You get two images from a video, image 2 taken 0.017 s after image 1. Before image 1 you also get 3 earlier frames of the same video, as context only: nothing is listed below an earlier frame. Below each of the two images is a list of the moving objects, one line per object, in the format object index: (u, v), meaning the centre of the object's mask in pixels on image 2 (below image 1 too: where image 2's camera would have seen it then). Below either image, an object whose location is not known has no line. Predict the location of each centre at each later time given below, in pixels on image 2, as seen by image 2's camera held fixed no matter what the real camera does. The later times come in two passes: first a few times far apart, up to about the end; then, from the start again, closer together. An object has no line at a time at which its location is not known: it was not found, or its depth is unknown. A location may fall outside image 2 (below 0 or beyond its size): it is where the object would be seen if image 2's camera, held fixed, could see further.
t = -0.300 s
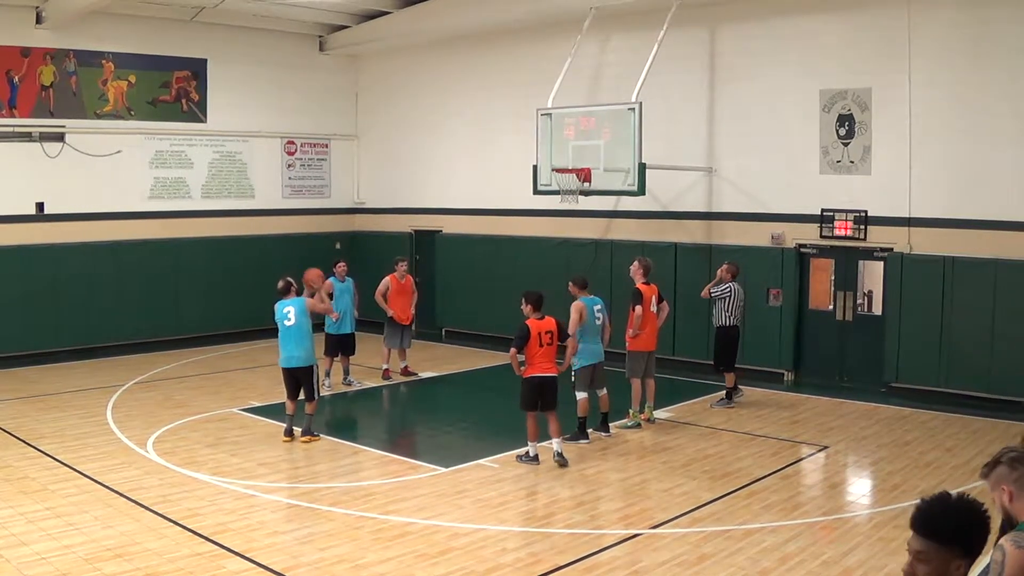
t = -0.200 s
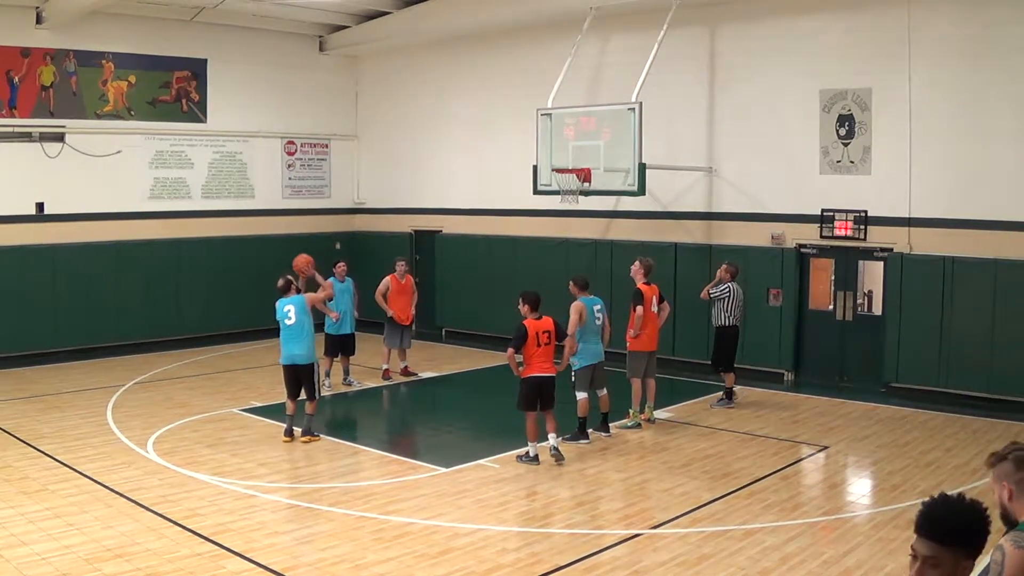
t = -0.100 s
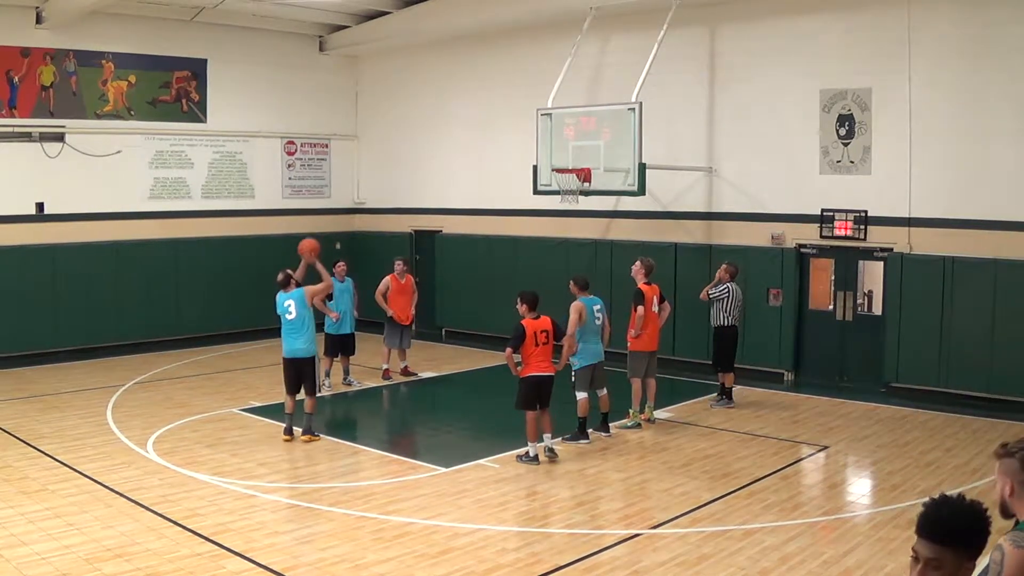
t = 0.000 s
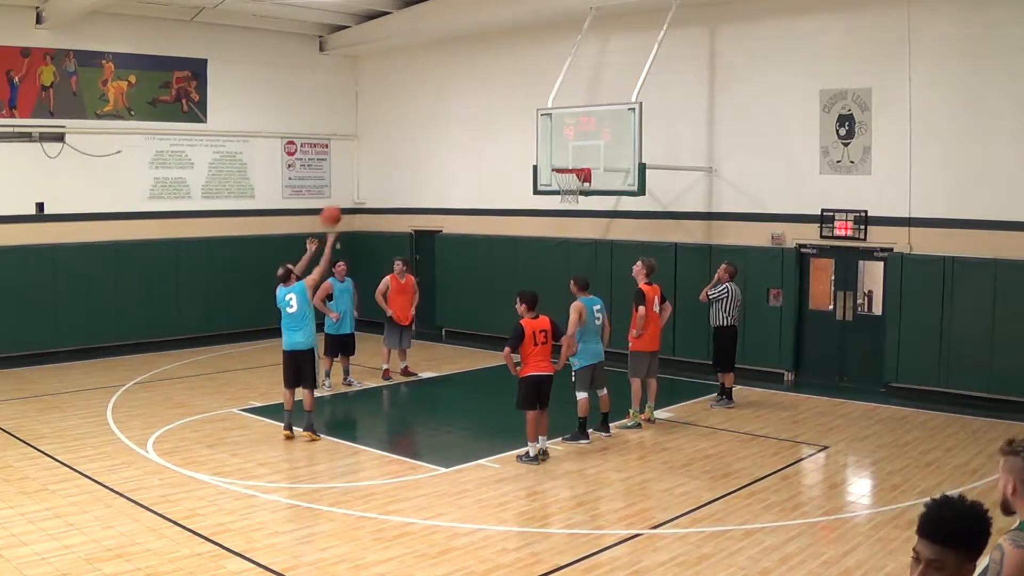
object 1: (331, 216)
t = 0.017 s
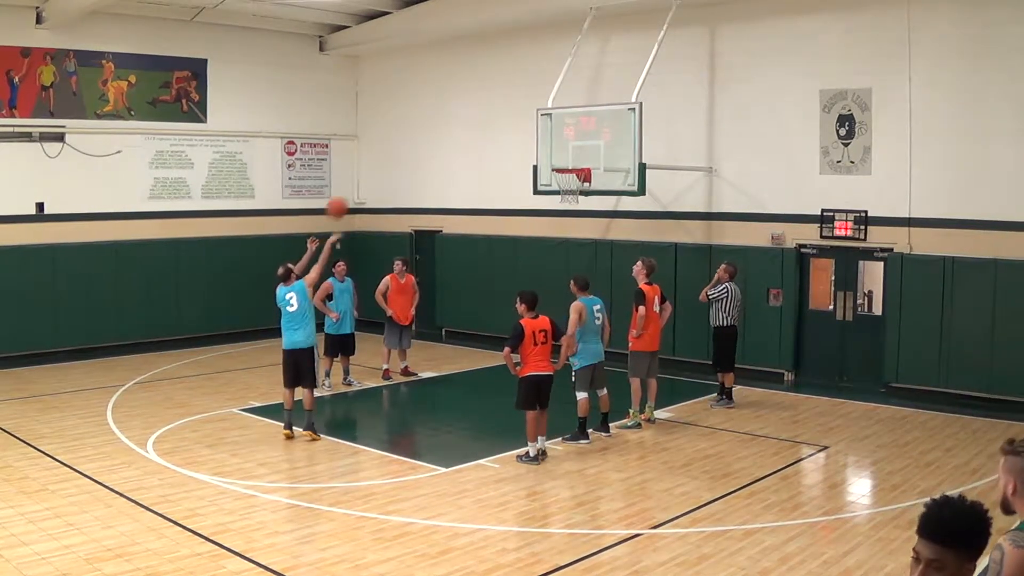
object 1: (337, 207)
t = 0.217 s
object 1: (400, 142)
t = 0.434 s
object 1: (462, 114)
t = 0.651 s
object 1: (517, 125)
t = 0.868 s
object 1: (566, 164)
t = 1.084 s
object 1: (561, 213)
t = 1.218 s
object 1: (549, 255)
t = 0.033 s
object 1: (342, 201)
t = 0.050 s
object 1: (348, 193)
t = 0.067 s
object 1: (353, 187)
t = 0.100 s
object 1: (364, 176)
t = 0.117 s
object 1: (369, 169)
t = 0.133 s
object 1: (375, 164)
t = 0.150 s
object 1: (380, 160)
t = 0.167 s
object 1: (385, 155)
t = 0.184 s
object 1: (390, 151)
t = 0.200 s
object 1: (395, 146)
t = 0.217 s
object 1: (400, 142)
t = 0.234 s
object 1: (405, 139)
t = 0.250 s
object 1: (411, 135)
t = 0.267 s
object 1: (415, 132)
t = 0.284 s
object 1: (420, 129)
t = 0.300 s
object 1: (425, 127)
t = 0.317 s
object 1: (430, 124)
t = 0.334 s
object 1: (435, 122)
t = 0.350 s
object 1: (439, 120)
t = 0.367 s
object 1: (444, 119)
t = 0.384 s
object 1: (449, 117)
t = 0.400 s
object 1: (453, 116)
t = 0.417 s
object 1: (458, 115)
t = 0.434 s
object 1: (462, 114)
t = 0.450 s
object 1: (467, 114)
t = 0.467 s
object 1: (471, 114)
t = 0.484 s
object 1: (476, 114)
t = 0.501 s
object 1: (480, 114)
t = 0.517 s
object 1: (484, 114)
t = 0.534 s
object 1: (488, 115)
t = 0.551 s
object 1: (493, 116)
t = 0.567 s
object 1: (497, 117)
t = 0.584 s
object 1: (501, 118)
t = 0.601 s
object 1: (505, 119)
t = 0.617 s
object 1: (509, 121)
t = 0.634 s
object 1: (513, 123)
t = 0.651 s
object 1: (517, 125)
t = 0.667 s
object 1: (521, 127)
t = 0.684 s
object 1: (525, 129)
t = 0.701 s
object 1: (529, 132)
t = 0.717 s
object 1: (533, 134)
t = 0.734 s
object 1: (537, 137)
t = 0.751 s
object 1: (540, 140)
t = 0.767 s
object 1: (544, 144)
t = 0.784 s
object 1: (548, 147)
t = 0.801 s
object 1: (552, 151)
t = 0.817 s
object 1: (555, 154)
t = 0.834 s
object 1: (559, 158)
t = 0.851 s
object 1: (562, 162)
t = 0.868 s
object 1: (566, 164)
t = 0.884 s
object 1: (569, 167)
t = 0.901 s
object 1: (573, 170)
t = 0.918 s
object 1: (574, 174)
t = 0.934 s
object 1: (574, 177)
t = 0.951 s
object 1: (572, 181)
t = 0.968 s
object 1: (571, 184)
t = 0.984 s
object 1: (570, 187)
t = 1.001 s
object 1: (568, 191)
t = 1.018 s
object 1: (567, 196)
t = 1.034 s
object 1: (565, 199)
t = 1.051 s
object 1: (563, 204)
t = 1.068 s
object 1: (562, 207)
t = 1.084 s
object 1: (561, 213)
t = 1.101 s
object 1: (559, 217)
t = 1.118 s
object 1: (558, 222)
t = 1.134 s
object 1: (556, 228)
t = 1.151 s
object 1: (554, 232)
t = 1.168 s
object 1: (554, 238)
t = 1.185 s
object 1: (552, 244)
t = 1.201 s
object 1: (550, 249)
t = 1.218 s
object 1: (549, 255)
